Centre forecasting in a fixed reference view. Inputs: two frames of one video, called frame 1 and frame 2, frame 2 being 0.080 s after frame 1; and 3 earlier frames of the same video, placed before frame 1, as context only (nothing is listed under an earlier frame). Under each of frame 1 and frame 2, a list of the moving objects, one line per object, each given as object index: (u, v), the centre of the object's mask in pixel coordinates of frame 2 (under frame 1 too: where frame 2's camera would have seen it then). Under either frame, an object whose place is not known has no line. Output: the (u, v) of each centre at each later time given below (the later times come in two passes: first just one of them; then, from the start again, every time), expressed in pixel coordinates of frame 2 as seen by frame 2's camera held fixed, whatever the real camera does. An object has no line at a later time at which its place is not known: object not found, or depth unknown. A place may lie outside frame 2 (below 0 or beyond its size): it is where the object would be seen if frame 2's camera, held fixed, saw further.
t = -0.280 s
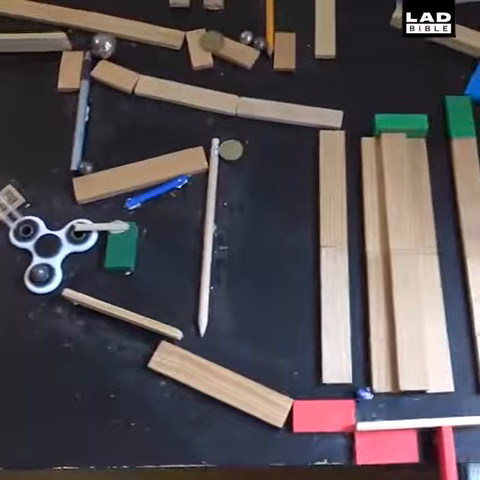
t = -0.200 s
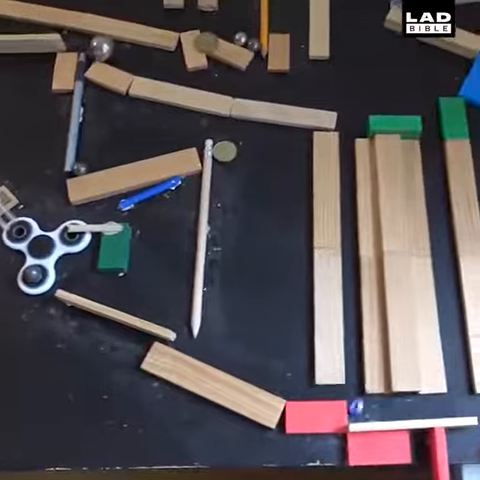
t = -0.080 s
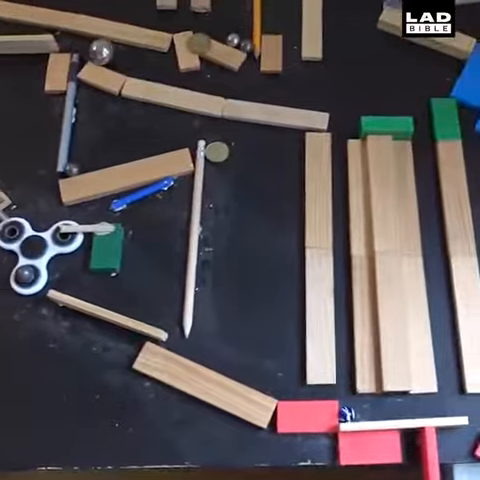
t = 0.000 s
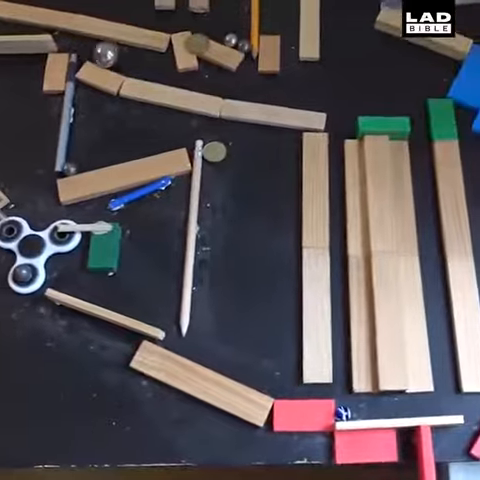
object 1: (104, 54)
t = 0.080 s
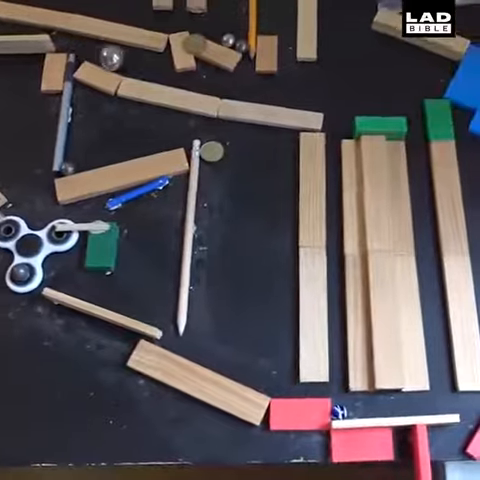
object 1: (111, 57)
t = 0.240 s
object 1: (132, 64)
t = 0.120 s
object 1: (115, 59)
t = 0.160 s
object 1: (120, 61)
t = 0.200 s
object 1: (126, 63)
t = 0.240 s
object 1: (132, 64)
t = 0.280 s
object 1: (137, 65)
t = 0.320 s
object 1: (143, 67)
